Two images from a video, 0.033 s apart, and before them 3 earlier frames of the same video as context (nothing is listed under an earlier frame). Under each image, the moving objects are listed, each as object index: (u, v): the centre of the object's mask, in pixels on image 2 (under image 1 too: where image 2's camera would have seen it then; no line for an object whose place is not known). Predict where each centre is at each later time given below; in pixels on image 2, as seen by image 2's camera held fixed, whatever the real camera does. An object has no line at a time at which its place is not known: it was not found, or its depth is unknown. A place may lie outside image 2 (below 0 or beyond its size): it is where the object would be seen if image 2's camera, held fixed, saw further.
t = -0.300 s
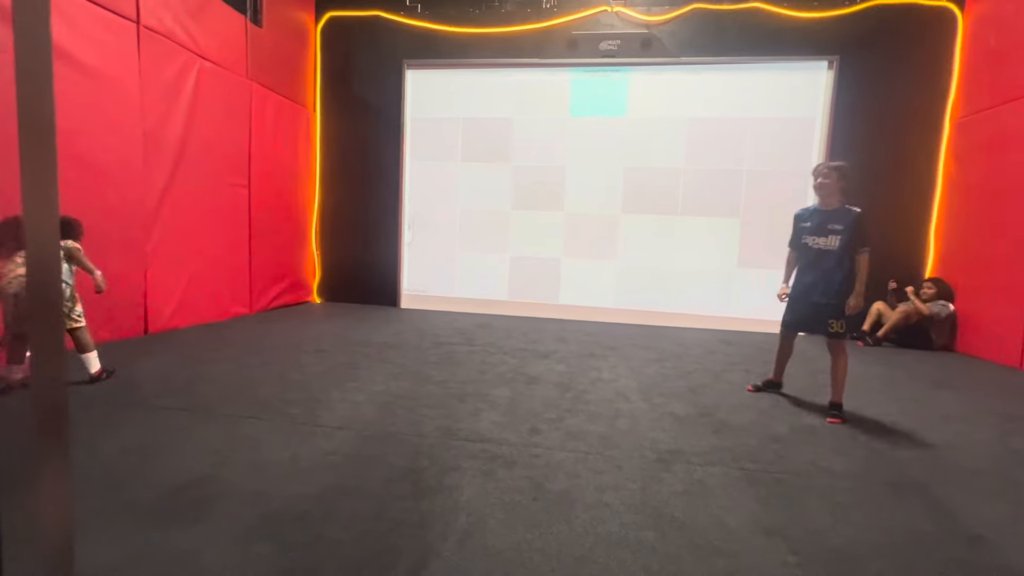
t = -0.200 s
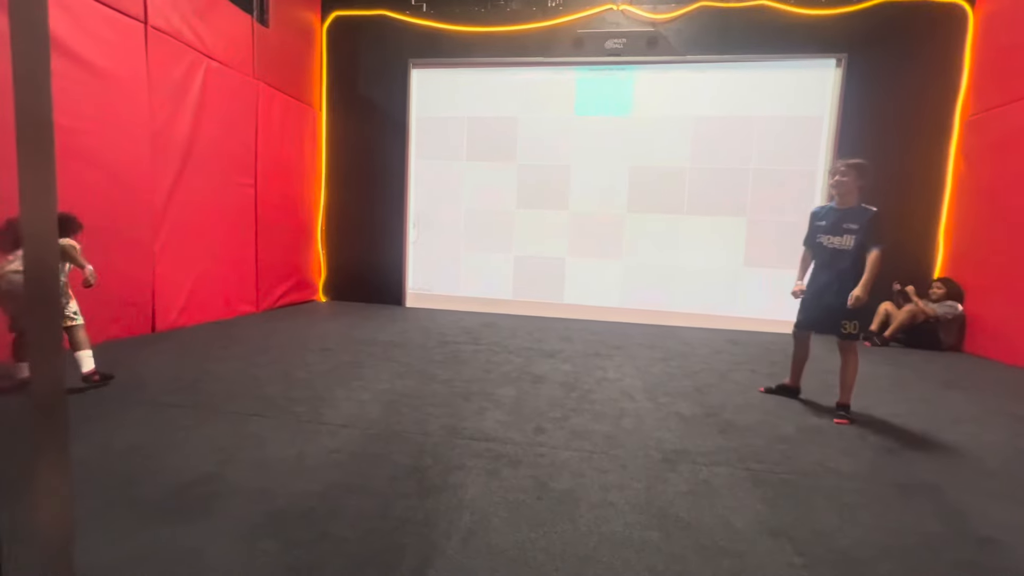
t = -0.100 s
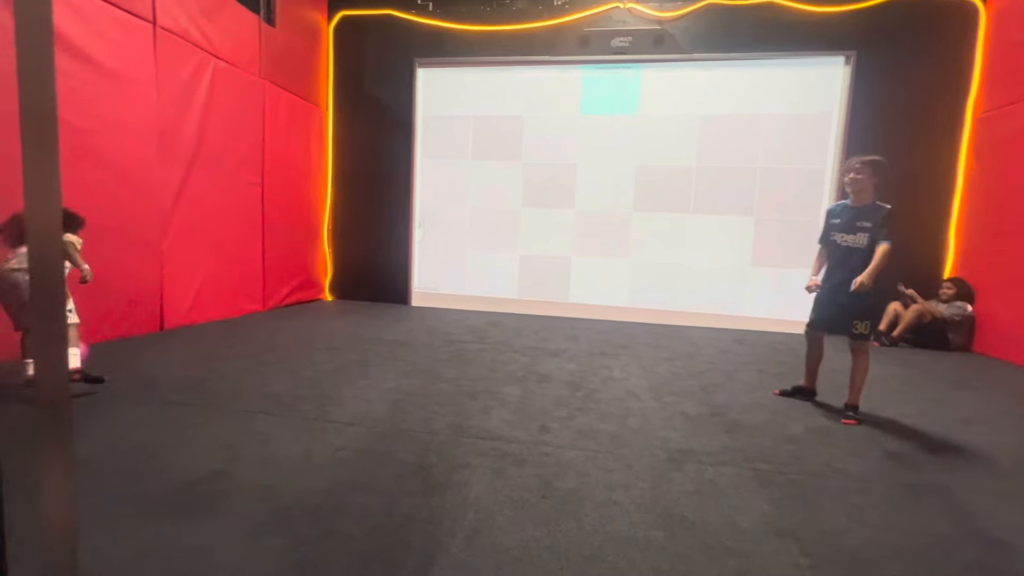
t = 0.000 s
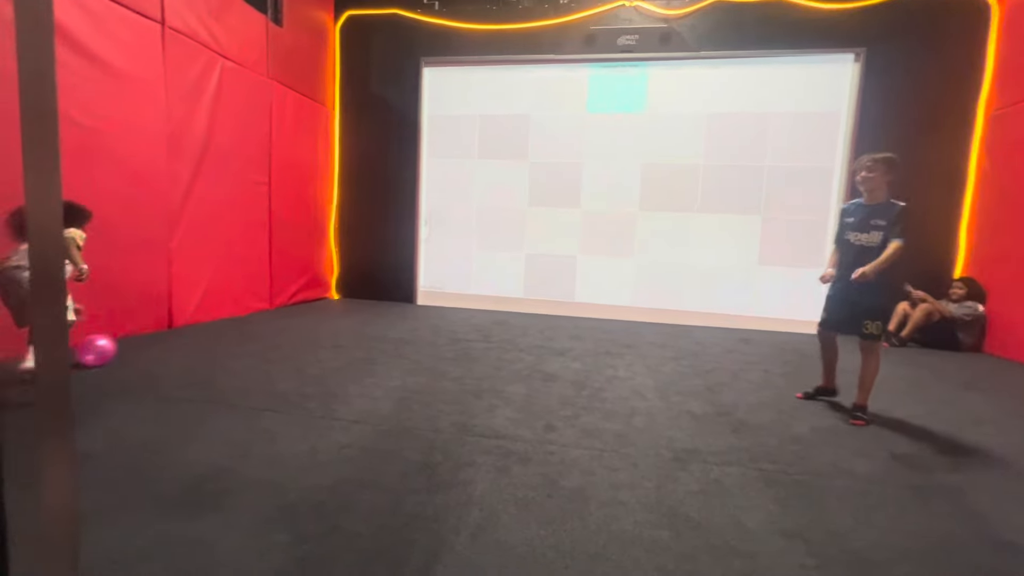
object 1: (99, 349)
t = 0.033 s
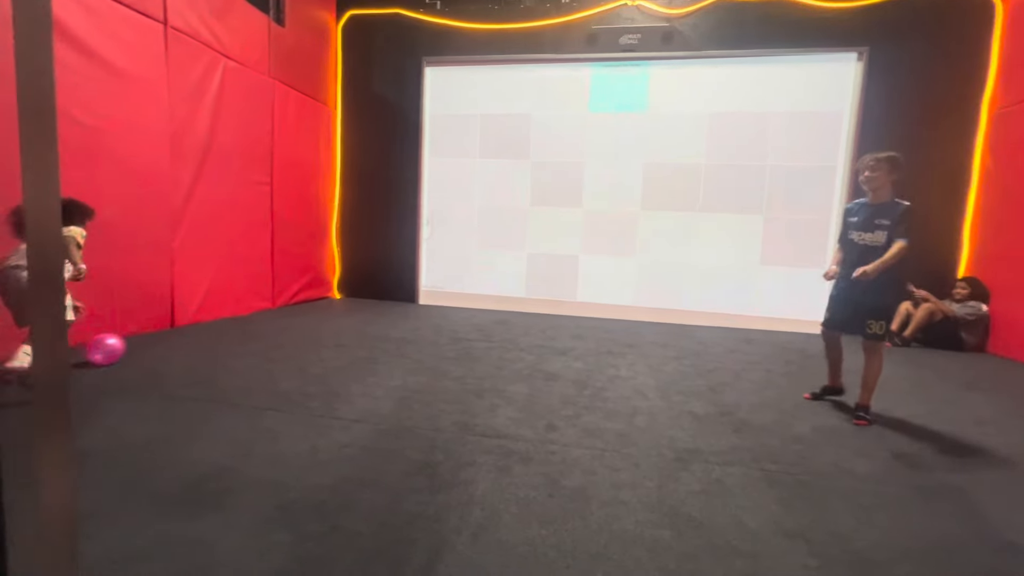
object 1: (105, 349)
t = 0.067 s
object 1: (111, 348)
